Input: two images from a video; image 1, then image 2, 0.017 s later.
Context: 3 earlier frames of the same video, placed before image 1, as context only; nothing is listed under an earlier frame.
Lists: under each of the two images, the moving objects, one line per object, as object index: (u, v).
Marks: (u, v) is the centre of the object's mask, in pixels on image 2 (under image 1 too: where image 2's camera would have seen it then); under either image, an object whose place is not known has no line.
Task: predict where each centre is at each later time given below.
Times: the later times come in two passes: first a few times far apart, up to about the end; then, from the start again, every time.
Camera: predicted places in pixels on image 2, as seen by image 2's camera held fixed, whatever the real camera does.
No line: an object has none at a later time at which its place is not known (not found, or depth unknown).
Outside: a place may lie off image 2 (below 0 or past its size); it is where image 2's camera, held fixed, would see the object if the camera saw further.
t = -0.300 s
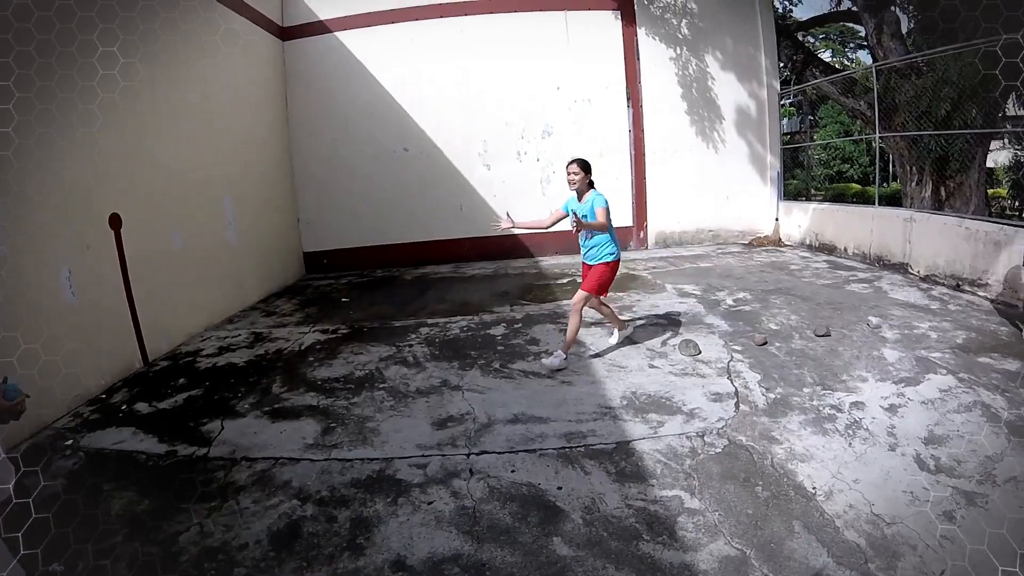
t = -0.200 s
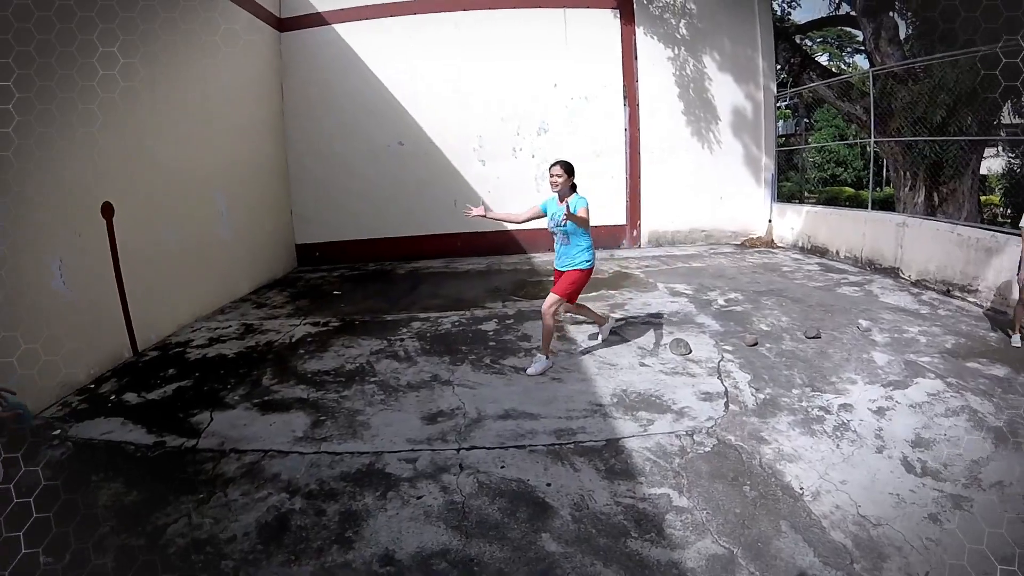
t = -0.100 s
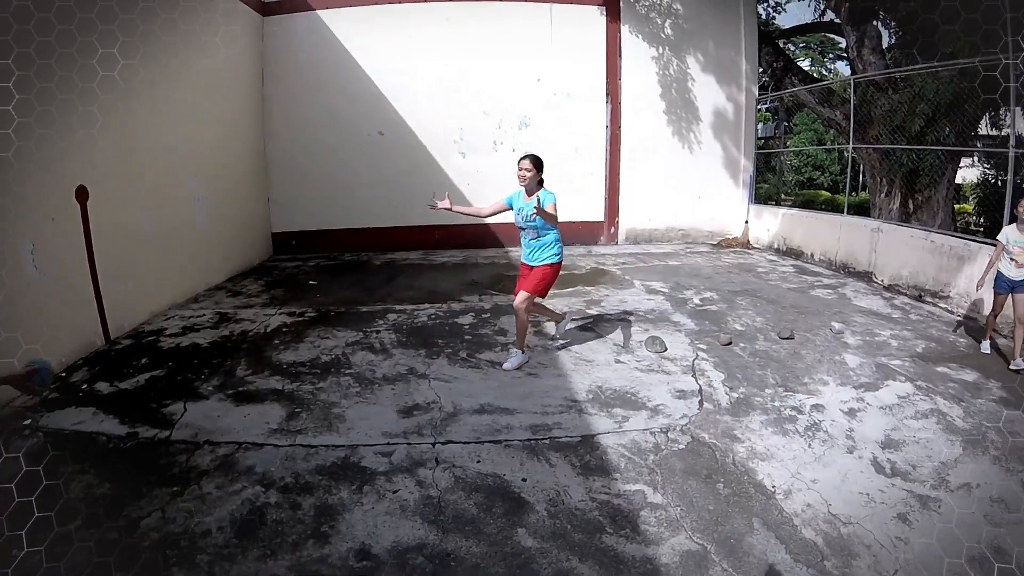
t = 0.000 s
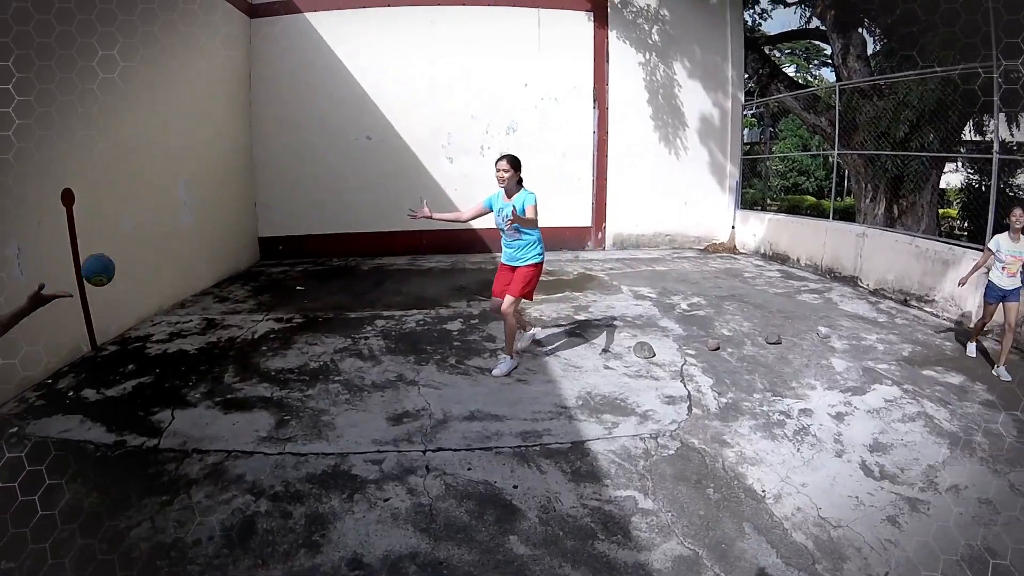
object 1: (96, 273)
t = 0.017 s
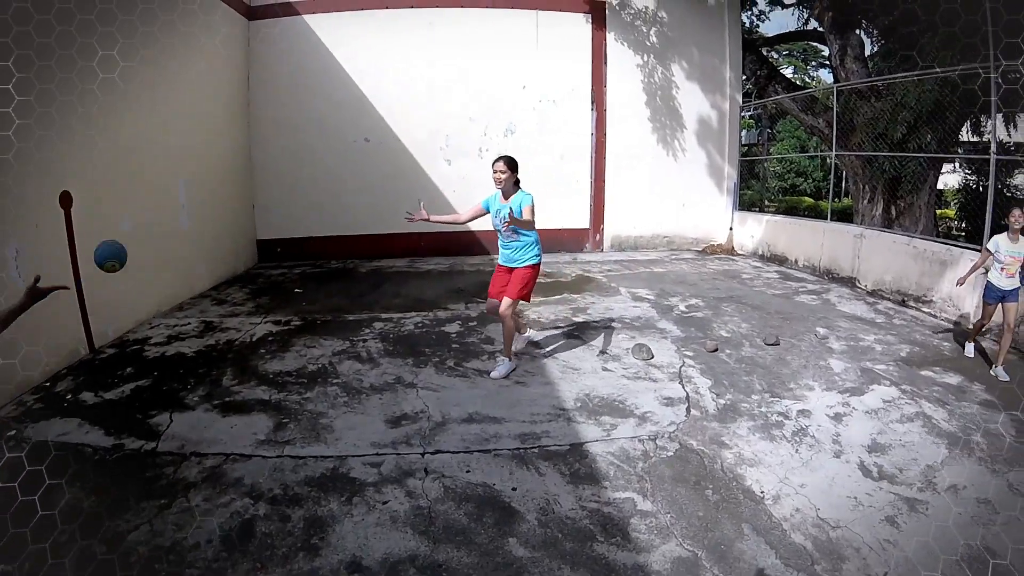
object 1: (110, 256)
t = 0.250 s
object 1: (304, 131)
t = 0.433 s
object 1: (418, 137)
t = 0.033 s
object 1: (125, 240)
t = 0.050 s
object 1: (140, 226)
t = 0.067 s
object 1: (155, 213)
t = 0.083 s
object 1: (170, 201)
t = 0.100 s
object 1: (183, 190)
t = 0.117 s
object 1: (198, 179)
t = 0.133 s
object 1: (211, 170)
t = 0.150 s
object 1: (225, 162)
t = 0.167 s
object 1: (239, 154)
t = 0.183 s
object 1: (252, 148)
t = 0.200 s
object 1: (266, 142)
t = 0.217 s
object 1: (279, 138)
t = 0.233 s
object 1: (291, 134)
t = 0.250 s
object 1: (304, 131)
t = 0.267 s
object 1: (316, 129)
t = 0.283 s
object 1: (328, 128)
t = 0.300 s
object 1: (339, 126)
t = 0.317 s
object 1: (350, 126)
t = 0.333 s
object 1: (360, 126)
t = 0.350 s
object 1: (371, 127)
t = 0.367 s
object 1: (381, 128)
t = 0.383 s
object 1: (391, 130)
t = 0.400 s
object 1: (401, 132)
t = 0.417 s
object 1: (410, 134)
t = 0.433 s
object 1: (418, 137)
